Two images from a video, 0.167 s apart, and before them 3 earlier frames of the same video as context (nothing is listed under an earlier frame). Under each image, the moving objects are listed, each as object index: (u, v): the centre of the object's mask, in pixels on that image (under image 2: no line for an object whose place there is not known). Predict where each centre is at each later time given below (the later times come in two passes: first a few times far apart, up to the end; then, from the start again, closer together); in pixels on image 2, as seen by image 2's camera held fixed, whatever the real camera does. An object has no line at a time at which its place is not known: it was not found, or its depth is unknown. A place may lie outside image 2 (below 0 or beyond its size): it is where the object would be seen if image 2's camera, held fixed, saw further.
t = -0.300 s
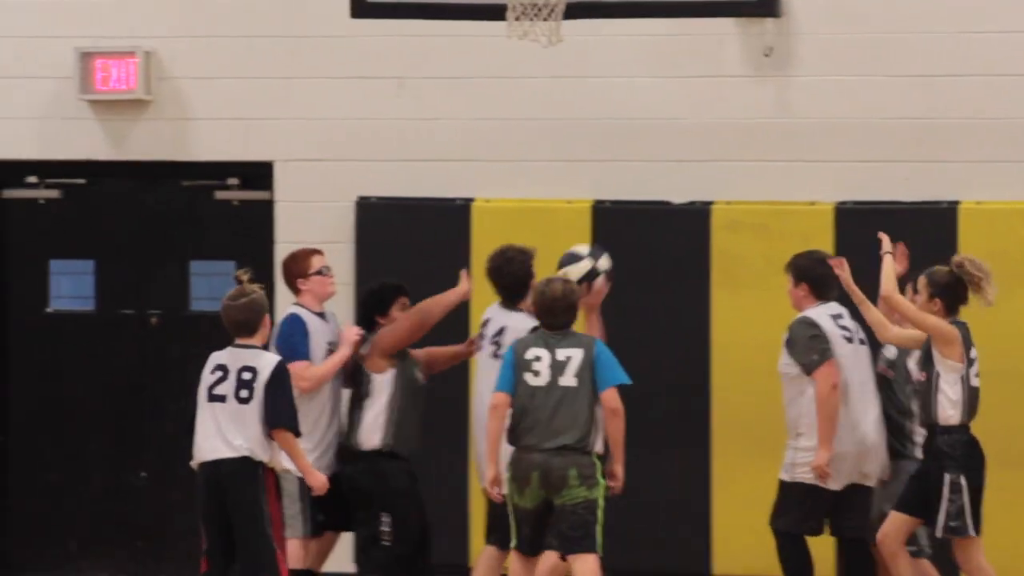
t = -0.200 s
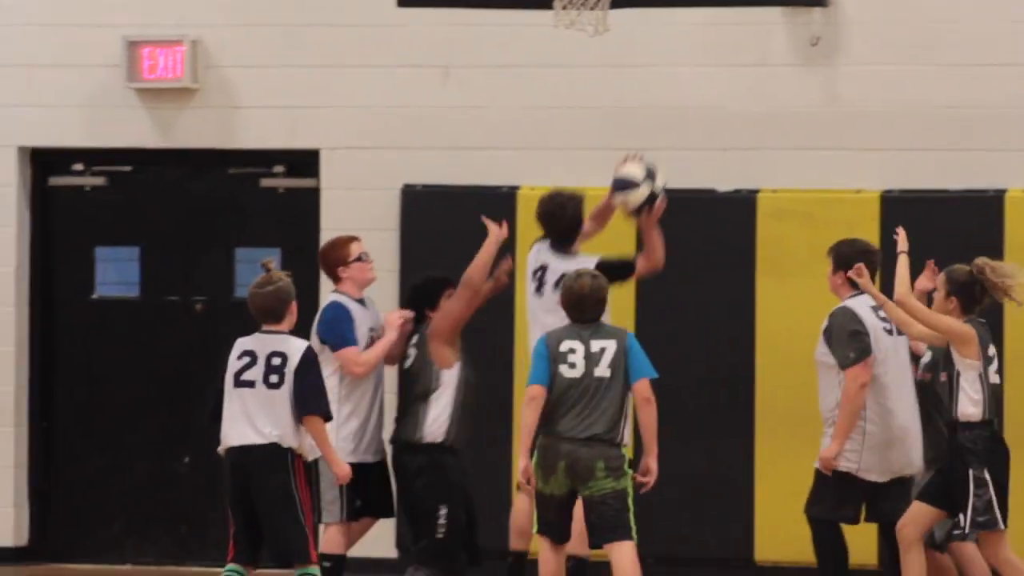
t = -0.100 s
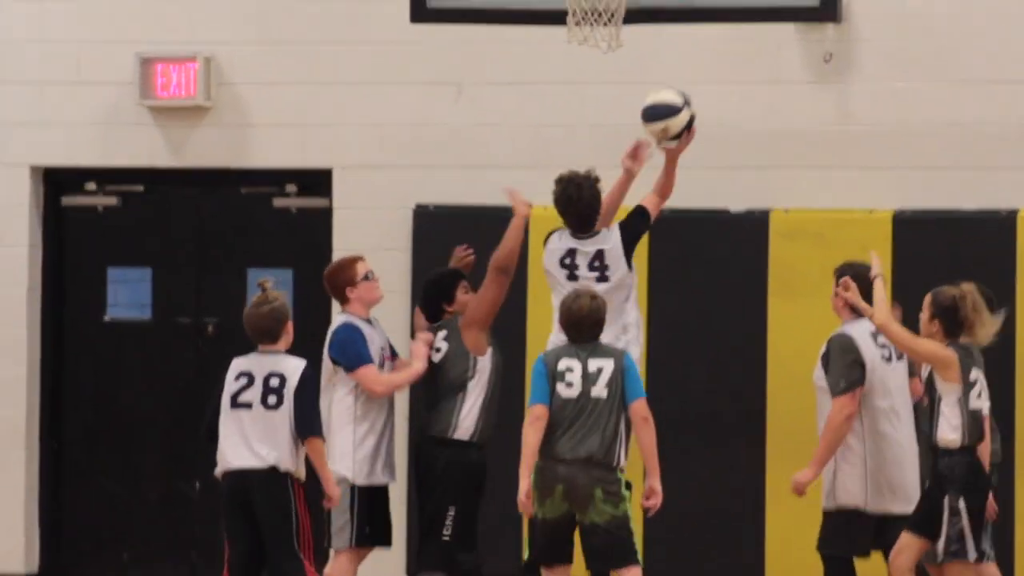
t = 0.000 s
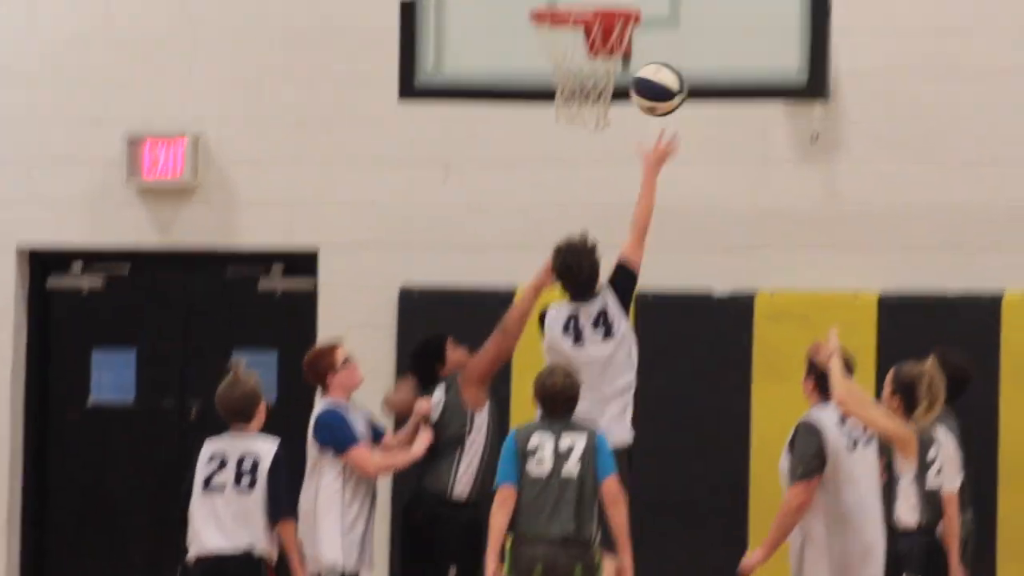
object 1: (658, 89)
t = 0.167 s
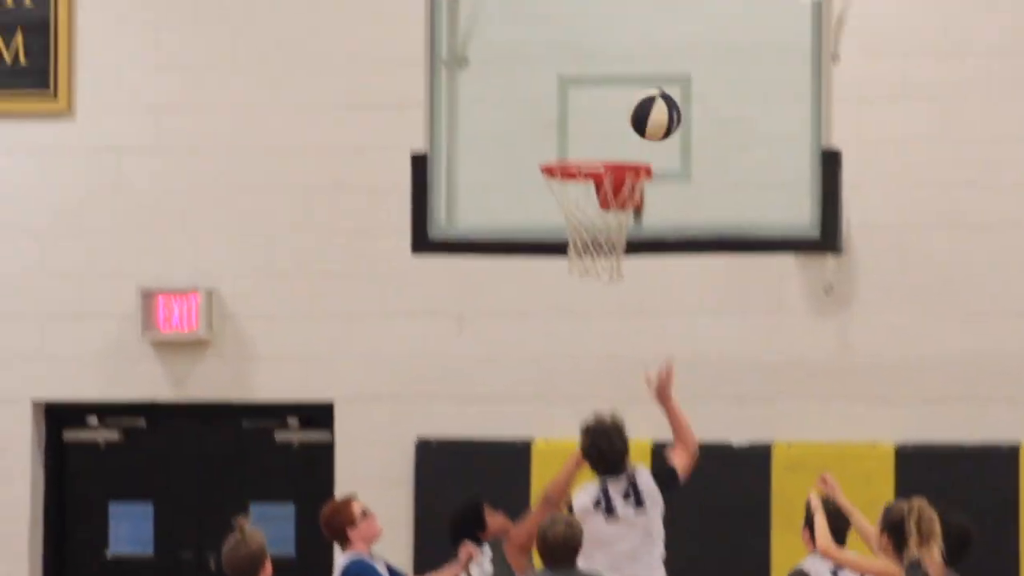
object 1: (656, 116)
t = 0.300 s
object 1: (644, 64)
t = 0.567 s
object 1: (599, 83)
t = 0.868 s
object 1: (625, 157)
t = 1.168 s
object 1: (582, 174)
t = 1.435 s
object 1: (622, 237)
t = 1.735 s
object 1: (621, 390)
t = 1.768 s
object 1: (620, 419)
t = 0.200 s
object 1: (653, 99)
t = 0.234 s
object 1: (651, 85)
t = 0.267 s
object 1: (648, 74)
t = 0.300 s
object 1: (644, 64)
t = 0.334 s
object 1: (640, 59)
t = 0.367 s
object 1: (638, 56)
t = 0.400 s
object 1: (637, 54)
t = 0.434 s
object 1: (631, 55)
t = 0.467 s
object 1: (621, 58)
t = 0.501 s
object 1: (614, 64)
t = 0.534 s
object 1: (608, 72)
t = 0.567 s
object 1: (599, 83)
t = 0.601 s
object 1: (592, 97)
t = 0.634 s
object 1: (585, 113)
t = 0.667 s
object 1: (577, 131)
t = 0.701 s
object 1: (568, 148)
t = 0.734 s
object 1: (578, 146)
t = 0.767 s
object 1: (591, 146)
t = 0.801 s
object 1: (602, 146)
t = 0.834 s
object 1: (615, 148)
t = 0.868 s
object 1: (625, 157)
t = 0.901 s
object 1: (621, 150)
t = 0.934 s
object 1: (612, 146)
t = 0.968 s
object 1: (603, 145)
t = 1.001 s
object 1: (594, 146)
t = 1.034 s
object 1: (585, 147)
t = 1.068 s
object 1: (577, 157)
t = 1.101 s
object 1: (569, 165)
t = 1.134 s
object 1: (574, 169)
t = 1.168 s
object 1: (582, 174)
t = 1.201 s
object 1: (589, 182)
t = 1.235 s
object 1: (596, 193)
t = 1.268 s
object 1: (602, 203)
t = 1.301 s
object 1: (609, 214)
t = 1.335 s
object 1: (614, 221)
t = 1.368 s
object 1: (618, 227)
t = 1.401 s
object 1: (621, 232)
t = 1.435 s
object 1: (622, 237)
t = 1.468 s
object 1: (623, 244)
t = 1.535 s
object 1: (620, 266)
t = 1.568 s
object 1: (620, 282)
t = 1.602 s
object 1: (620, 298)
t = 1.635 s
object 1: (620, 316)
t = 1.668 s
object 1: (620, 338)
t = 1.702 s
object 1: (620, 363)
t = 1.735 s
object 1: (621, 390)
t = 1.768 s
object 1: (620, 419)
